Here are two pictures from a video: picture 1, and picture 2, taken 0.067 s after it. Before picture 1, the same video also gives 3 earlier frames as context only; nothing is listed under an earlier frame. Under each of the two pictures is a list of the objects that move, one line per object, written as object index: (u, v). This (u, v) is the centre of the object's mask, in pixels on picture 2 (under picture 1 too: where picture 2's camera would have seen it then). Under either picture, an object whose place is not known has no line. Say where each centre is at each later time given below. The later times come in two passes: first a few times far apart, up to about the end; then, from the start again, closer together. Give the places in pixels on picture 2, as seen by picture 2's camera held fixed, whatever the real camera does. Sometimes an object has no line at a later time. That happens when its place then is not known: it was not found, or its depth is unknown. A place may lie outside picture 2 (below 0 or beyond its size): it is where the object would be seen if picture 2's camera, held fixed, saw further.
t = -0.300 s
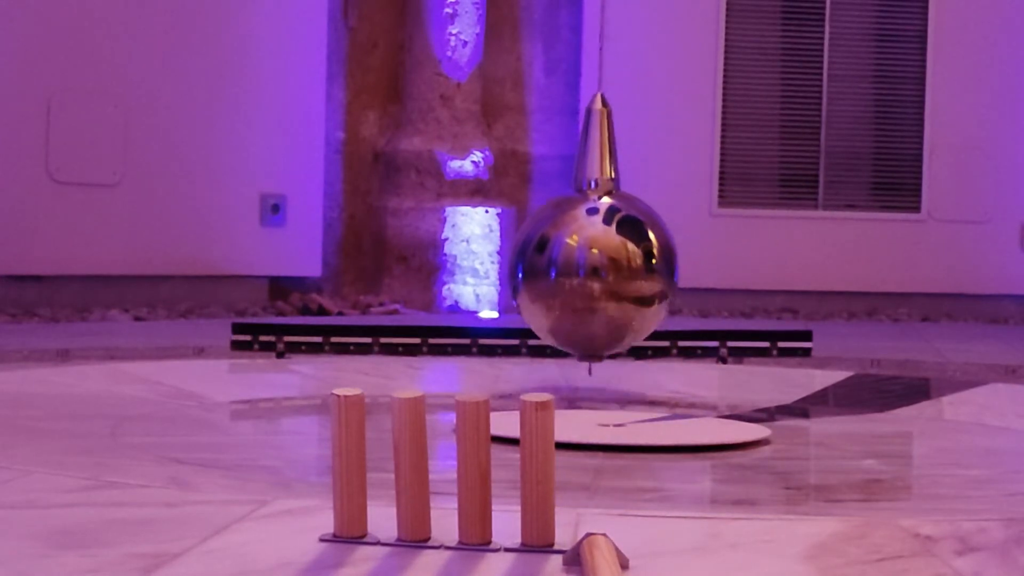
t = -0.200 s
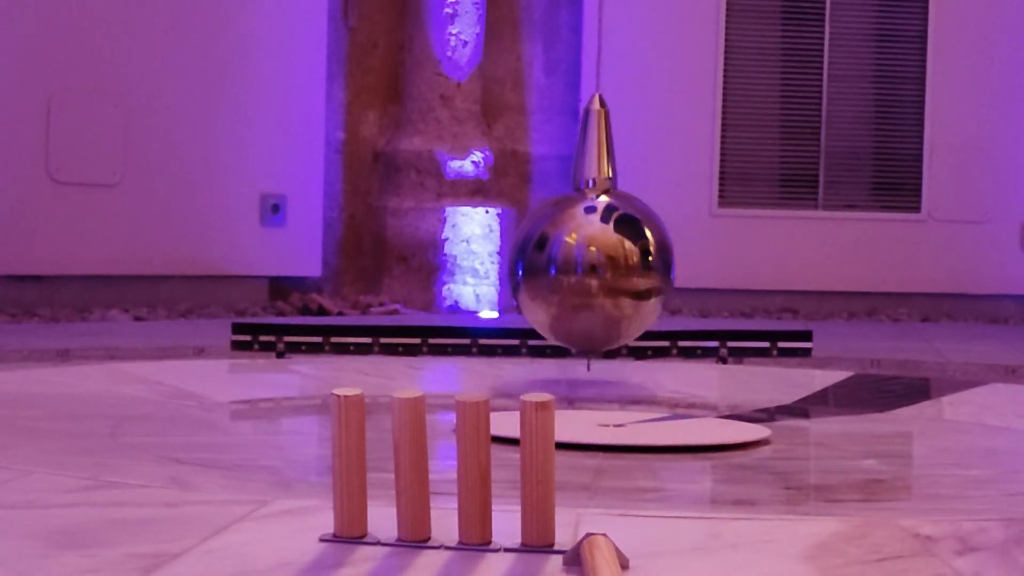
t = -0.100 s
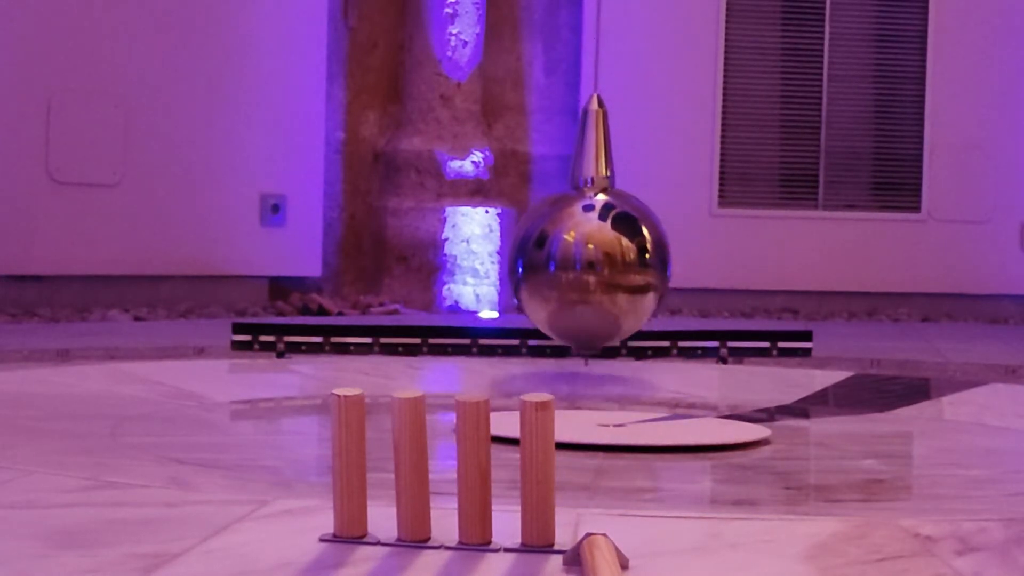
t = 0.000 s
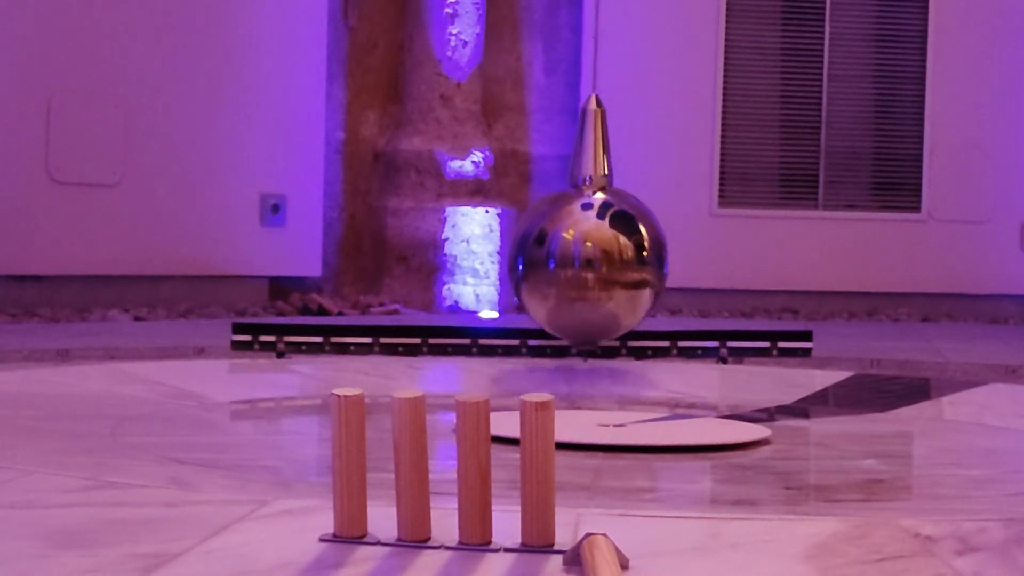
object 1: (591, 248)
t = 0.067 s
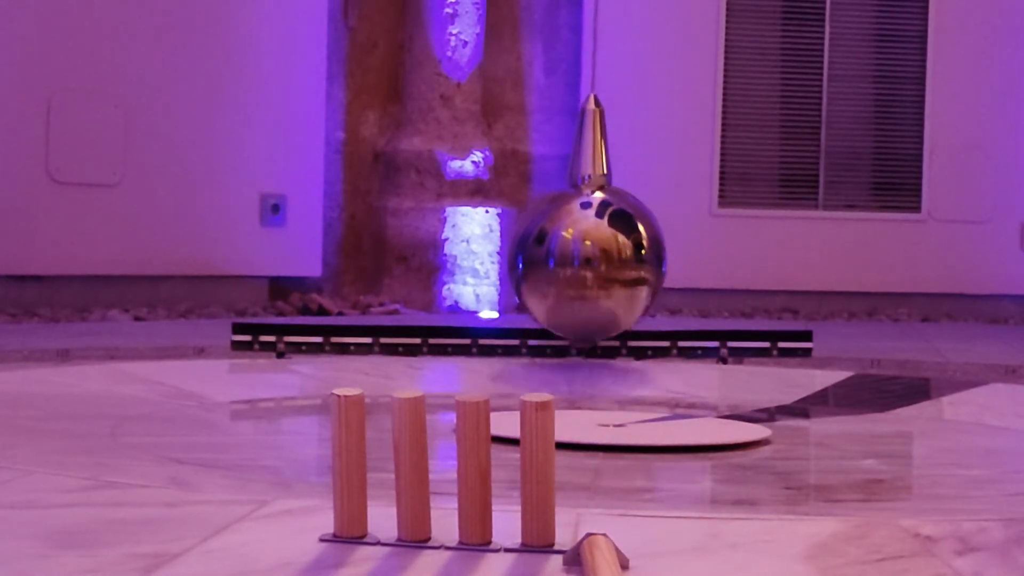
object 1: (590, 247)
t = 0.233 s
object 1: (588, 244)
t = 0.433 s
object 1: (586, 241)
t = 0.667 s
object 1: (585, 239)
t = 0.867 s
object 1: (586, 239)
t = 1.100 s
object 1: (585, 240)
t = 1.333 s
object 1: (586, 243)
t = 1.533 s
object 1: (588, 247)
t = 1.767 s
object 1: (591, 253)
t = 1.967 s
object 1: (594, 259)
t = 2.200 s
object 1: (599, 265)
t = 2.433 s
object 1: (606, 270)
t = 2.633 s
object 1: (613, 274)
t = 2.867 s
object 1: (623, 277)
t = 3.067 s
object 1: (633, 278)
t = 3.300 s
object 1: (646, 277)
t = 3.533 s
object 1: (659, 274)
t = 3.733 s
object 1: (671, 271)
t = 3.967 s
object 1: (684, 268)
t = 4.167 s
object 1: (693, 267)
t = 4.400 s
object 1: (699, 265)
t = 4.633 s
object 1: (701, 265)
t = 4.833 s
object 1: (700, 265)
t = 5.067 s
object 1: (693, 268)
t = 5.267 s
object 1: (683, 269)
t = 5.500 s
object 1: (670, 272)
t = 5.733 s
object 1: (656, 276)
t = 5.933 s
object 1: (643, 278)
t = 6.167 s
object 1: (631, 278)
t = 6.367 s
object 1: (622, 277)
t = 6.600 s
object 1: (612, 273)
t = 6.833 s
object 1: (604, 268)
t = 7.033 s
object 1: (598, 263)
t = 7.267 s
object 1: (593, 257)
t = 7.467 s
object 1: (589, 251)
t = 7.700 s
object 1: (586, 245)
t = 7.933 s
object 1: (584, 243)
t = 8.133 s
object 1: (584, 241)
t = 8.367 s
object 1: (584, 240)
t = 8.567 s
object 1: (583, 240)
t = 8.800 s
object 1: (583, 243)
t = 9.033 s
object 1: (585, 247)
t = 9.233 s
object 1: (588, 252)
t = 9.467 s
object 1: (591, 258)
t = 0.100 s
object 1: (590, 247)
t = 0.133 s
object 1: (589, 246)
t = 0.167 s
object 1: (589, 245)
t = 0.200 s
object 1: (588, 244)
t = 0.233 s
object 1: (588, 244)
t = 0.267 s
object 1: (588, 243)
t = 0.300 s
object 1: (588, 243)
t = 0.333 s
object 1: (587, 242)
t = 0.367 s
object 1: (587, 241)
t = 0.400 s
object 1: (587, 241)
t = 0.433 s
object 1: (586, 241)
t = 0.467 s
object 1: (586, 241)
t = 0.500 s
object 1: (587, 241)
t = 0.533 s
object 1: (586, 240)
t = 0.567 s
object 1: (586, 240)
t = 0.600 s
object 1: (586, 239)
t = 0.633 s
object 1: (585, 239)
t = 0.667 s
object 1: (585, 239)
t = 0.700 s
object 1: (585, 239)
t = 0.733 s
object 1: (585, 239)
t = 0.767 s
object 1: (585, 239)
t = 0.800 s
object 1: (585, 239)
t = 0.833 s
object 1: (585, 239)
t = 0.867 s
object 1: (586, 239)
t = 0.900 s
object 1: (586, 239)
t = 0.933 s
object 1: (586, 239)
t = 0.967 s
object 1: (586, 239)
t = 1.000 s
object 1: (585, 239)
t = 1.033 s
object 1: (586, 240)
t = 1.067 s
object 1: (585, 240)
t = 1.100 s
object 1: (585, 240)
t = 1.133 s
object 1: (586, 241)
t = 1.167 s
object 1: (585, 241)
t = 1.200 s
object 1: (586, 241)
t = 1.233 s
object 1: (586, 241)
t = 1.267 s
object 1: (586, 242)
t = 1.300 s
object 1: (586, 242)
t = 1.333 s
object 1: (586, 243)
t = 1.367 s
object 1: (586, 243)
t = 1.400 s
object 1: (587, 244)
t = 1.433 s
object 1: (587, 245)
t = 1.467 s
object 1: (587, 245)
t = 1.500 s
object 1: (588, 246)
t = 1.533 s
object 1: (588, 247)
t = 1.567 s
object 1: (589, 248)
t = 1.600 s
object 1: (589, 249)
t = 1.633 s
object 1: (589, 250)
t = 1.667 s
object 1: (589, 251)
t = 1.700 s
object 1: (590, 252)
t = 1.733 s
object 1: (590, 252)
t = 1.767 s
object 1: (591, 253)
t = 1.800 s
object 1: (591, 254)
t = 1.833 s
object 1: (592, 255)
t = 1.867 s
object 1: (592, 256)
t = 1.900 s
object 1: (593, 257)
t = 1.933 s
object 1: (593, 257)
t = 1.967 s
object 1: (594, 259)
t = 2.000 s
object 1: (594, 259)
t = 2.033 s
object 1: (595, 260)
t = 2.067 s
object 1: (596, 261)
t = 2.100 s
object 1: (596, 262)
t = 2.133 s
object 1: (597, 263)
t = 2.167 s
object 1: (598, 264)
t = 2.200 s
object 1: (599, 265)
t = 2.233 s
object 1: (600, 266)
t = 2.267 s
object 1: (601, 266)
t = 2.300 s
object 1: (602, 267)
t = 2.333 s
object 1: (603, 268)
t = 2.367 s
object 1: (604, 269)
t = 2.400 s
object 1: (605, 270)
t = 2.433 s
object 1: (606, 270)
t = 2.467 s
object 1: (607, 271)
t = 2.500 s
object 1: (608, 272)
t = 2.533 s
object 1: (609, 273)
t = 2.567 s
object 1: (610, 273)
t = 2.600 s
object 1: (612, 274)
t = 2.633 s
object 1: (613, 274)
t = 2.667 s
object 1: (615, 275)
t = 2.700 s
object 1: (616, 275)
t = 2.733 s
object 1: (617, 276)
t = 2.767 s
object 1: (619, 276)
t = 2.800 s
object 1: (620, 277)
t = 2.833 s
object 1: (622, 277)
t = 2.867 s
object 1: (623, 277)
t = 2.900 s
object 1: (625, 277)
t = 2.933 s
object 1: (626, 277)
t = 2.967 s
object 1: (628, 278)
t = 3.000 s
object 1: (630, 278)
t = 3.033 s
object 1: (631, 278)
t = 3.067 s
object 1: (633, 278)
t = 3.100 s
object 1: (635, 278)
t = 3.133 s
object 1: (636, 278)
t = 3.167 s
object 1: (638, 278)
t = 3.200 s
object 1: (640, 278)
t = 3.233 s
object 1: (642, 278)
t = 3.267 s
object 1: (644, 278)
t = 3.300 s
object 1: (646, 277)
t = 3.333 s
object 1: (647, 277)
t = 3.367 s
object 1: (649, 277)
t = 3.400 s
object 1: (651, 276)
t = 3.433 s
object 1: (653, 276)
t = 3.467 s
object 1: (655, 275)
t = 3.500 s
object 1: (657, 274)
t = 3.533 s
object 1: (659, 274)
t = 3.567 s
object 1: (661, 273)
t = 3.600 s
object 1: (663, 273)
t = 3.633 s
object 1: (665, 273)
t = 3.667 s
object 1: (667, 272)
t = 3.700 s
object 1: (669, 272)
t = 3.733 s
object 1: (671, 271)
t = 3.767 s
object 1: (673, 271)
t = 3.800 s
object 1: (675, 270)
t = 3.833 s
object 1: (676, 270)
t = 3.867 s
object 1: (679, 269)
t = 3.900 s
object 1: (681, 269)
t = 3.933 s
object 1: (682, 269)
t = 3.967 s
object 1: (684, 268)
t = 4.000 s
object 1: (686, 269)
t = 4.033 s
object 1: (687, 268)
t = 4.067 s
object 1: (689, 268)
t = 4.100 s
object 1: (690, 268)
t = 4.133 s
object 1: (691, 268)
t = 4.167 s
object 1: (693, 267)
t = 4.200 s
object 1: (694, 267)
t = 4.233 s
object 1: (695, 267)
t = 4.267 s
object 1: (696, 266)
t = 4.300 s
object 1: (697, 266)
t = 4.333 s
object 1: (698, 266)
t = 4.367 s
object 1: (699, 266)
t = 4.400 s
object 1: (699, 265)
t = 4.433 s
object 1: (700, 265)
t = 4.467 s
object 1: (700, 265)
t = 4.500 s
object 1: (701, 265)
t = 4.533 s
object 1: (701, 265)
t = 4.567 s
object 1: (701, 265)
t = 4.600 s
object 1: (701, 265)
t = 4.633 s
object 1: (701, 265)
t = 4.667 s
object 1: (701, 265)
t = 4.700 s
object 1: (701, 265)
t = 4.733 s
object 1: (701, 265)
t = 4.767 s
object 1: (701, 265)
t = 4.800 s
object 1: (700, 265)
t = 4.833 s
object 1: (700, 265)
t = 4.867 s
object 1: (698, 266)
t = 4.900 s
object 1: (698, 266)
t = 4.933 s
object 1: (697, 266)
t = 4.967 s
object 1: (696, 267)
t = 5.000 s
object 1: (695, 267)
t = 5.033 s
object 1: (694, 268)
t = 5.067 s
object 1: (693, 268)
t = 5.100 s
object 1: (691, 268)
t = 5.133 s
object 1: (690, 268)
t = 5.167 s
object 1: (688, 269)
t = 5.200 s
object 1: (687, 269)
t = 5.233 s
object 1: (685, 269)
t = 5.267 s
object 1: (683, 269)
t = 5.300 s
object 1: (682, 269)
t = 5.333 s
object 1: (680, 269)
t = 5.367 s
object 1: (678, 270)
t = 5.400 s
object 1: (676, 270)
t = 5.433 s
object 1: (674, 271)
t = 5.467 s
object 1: (672, 272)
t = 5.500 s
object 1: (670, 272)
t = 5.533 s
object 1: (668, 273)
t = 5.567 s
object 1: (665, 273)
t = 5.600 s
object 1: (664, 273)
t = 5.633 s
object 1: (661, 274)
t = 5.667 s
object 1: (659, 275)
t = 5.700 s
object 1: (657, 275)
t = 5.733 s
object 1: (656, 276)
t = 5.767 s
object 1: (654, 276)
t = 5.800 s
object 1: (651, 277)
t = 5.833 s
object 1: (649, 278)
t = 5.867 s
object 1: (647, 278)
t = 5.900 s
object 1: (646, 278)
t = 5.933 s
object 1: (643, 278)
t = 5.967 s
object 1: (642, 279)
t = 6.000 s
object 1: (640, 278)
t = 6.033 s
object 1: (638, 279)
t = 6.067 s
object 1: (637, 279)
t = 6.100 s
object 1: (635, 279)
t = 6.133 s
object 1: (633, 279)
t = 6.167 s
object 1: (631, 278)
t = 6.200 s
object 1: (630, 278)
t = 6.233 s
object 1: (628, 278)
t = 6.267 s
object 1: (626, 277)
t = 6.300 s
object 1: (625, 277)
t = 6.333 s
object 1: (623, 277)
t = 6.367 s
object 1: (622, 277)
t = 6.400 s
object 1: (620, 276)
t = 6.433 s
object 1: (619, 276)
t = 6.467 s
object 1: (618, 275)
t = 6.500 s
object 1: (616, 275)
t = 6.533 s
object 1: (615, 274)
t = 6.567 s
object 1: (613, 273)
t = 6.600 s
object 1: (612, 273)
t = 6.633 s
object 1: (611, 272)
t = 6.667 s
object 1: (609, 272)
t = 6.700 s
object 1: (608, 271)
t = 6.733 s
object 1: (607, 270)
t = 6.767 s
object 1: (606, 269)
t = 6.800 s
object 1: (605, 269)
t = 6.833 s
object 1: (604, 268)
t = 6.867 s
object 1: (603, 267)
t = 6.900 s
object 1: (602, 266)
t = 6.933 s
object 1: (601, 266)
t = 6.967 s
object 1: (600, 264)
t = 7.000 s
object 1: (599, 264)
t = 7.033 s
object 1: (598, 263)
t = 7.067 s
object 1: (597, 262)
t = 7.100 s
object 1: (596, 261)
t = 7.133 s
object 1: (596, 260)
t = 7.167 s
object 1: (595, 259)
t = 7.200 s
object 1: (595, 259)
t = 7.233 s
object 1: (594, 258)
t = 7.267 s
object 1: (593, 257)
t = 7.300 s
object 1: (592, 256)
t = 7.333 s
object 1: (592, 255)
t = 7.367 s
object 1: (591, 254)
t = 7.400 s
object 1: (591, 253)
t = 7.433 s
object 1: (590, 253)
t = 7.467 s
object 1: (589, 251)
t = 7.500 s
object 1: (589, 251)
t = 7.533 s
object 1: (588, 250)
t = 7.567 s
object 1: (588, 249)
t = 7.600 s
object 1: (588, 248)
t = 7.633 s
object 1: (587, 247)
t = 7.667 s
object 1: (587, 246)
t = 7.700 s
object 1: (586, 245)
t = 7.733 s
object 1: (586, 245)
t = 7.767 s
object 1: (586, 245)
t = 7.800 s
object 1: (585, 244)
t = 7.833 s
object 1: (585, 244)
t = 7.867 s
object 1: (585, 243)
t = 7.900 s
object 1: (585, 242)
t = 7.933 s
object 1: (584, 243)
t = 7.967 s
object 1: (584, 242)
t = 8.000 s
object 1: (584, 242)
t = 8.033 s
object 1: (583, 241)
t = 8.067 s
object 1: (583, 241)
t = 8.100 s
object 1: (583, 241)
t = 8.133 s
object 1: (584, 241)
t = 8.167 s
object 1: (583, 240)
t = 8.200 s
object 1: (582, 240)
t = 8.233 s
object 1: (582, 240)
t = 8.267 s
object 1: (582, 240)
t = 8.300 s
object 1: (582, 240)
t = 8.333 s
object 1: (584, 240)
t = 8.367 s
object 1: (584, 240)
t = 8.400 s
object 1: (584, 240)
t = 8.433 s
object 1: (584, 240)
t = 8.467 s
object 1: (584, 240)
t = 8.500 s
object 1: (584, 241)
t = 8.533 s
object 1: (584, 241)
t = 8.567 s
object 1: (583, 240)
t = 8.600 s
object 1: (583, 241)
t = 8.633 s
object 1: (583, 241)
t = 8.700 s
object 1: (583, 241)
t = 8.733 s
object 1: (583, 242)
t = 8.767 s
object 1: (583, 242)
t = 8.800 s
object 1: (583, 243)
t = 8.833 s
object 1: (583, 243)
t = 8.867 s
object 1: (584, 244)
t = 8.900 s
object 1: (584, 244)
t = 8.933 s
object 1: (584, 245)
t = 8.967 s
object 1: (585, 246)
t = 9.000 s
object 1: (586, 247)
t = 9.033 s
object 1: (585, 247)
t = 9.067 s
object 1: (585, 248)
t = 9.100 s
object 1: (587, 249)
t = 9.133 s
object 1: (586, 250)
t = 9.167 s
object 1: (587, 250)
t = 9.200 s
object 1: (587, 251)
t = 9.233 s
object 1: (588, 252)
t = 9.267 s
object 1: (588, 253)
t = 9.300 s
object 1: (589, 254)
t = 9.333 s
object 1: (590, 255)
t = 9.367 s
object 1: (589, 255)
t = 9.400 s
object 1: (590, 256)
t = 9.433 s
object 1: (591, 257)
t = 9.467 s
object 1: (591, 258)
